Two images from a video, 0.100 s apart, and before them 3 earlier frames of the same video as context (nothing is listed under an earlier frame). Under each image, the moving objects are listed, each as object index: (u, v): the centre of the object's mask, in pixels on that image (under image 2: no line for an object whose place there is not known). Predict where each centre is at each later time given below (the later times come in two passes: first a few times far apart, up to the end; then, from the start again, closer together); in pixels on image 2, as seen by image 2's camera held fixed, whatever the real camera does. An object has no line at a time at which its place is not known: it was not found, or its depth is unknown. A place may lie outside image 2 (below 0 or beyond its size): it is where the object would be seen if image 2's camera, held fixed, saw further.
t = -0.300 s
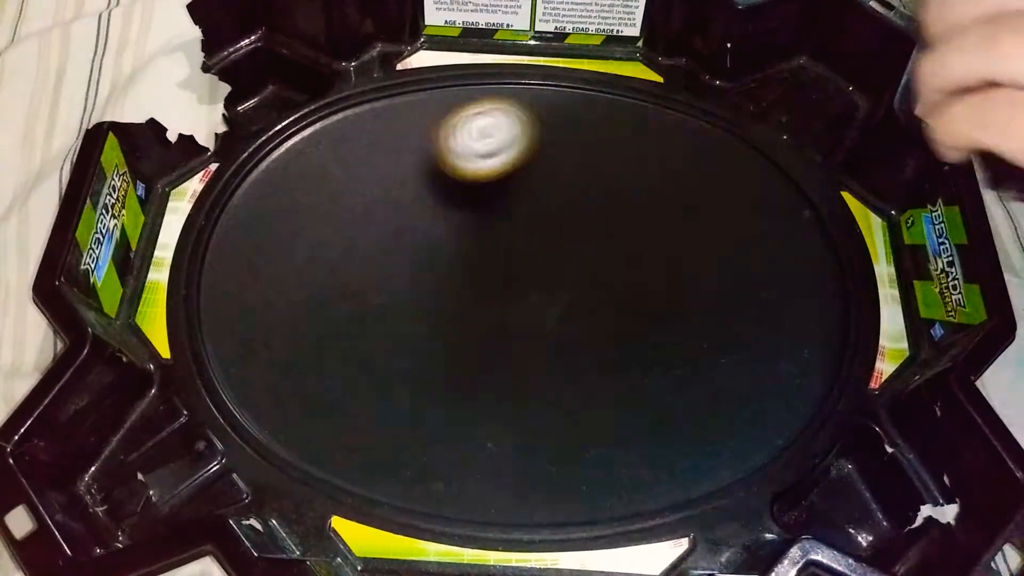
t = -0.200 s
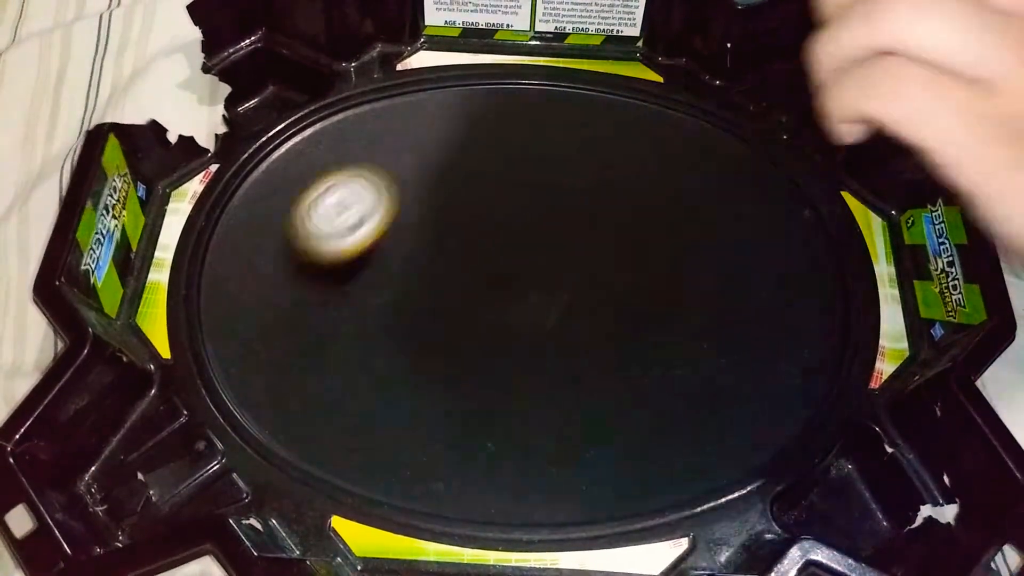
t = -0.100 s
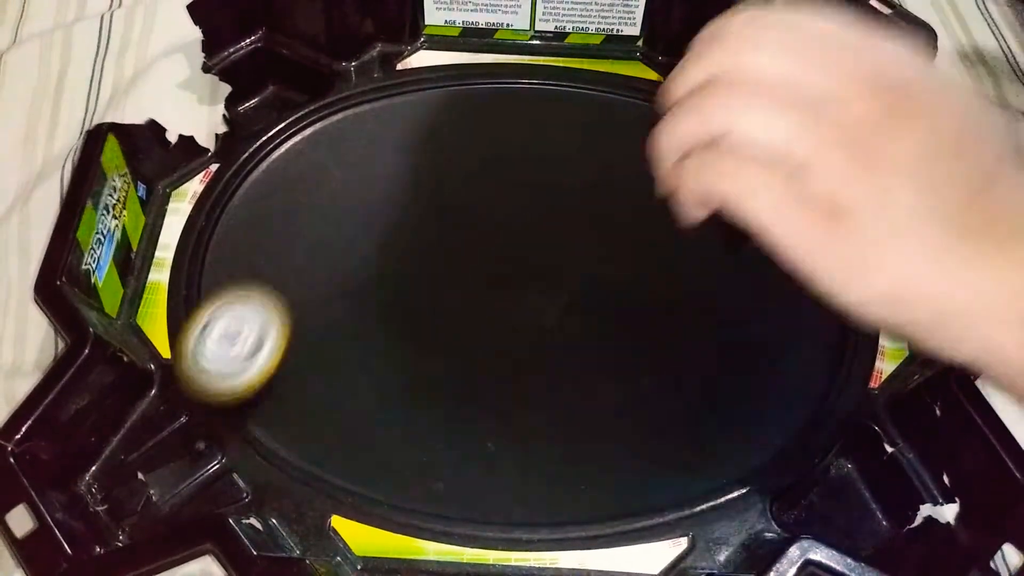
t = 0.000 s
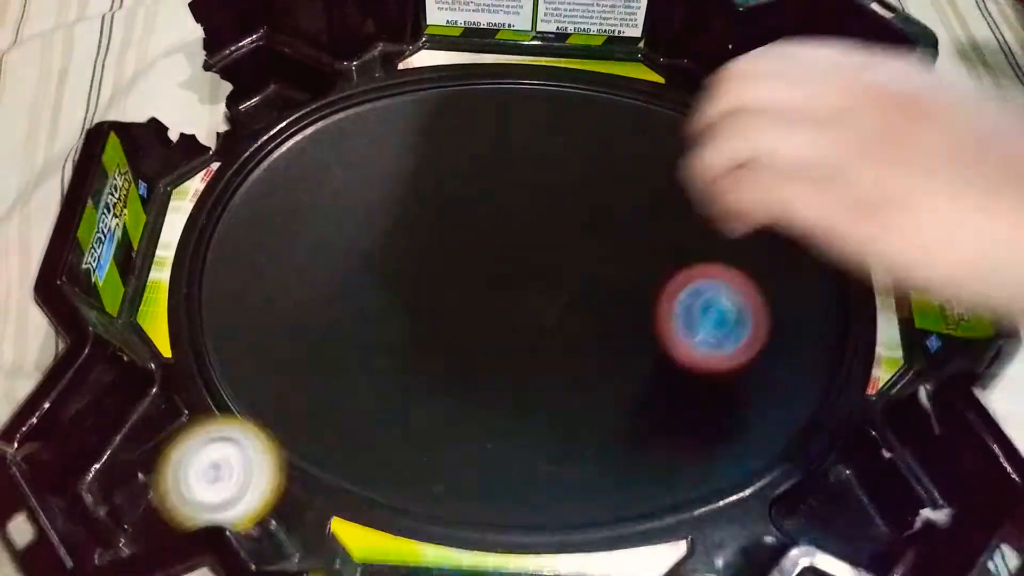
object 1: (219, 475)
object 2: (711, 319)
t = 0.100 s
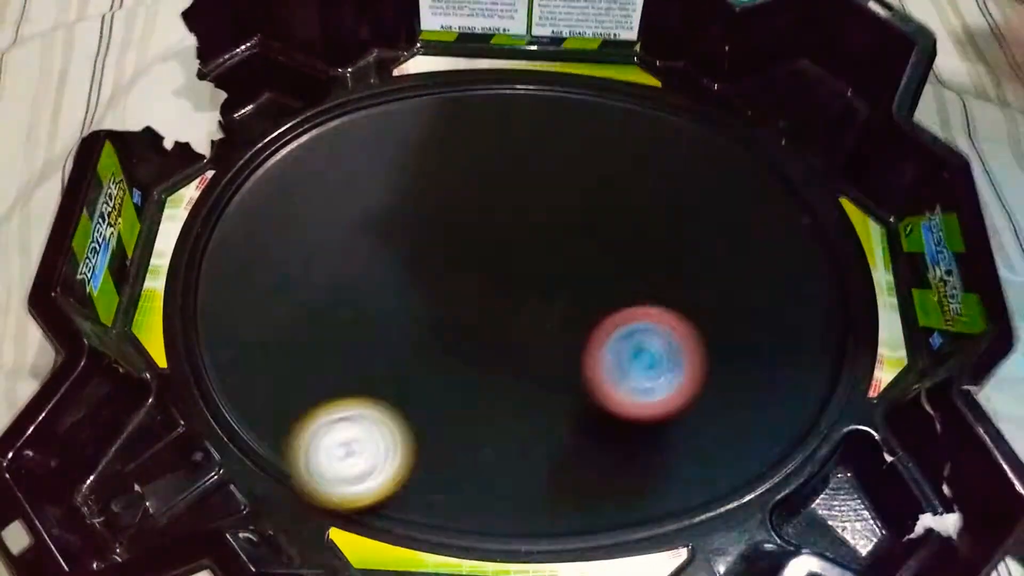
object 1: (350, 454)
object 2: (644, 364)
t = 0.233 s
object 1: (394, 420)
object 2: (620, 351)
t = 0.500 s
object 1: (273, 417)
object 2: (703, 133)
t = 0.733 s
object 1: (374, 441)
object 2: (466, 145)
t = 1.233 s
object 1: (399, 212)
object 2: (600, 330)
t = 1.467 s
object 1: (228, 238)
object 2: (788, 100)
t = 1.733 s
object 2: (654, 176)
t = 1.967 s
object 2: (585, 207)
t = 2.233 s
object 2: (652, 126)
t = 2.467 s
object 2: (557, 230)
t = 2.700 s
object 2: (605, 372)
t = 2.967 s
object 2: (589, 392)
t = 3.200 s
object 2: (560, 303)
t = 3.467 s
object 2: (604, 293)
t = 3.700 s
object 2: (596, 355)
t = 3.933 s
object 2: (561, 357)
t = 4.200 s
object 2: (577, 403)
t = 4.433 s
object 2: (610, 393)
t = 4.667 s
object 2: (538, 350)
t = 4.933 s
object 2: (482, 426)
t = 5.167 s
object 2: (518, 378)
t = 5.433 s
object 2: (405, 356)
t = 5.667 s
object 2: (365, 384)
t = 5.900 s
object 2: (421, 341)
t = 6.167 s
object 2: (354, 289)
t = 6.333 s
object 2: (342, 307)
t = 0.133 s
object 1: (399, 439)
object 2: (613, 374)
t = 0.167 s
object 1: (452, 423)
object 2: (581, 380)
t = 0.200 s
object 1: (436, 420)
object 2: (588, 370)
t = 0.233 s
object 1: (394, 420)
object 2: (620, 351)
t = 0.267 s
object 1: (359, 419)
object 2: (649, 328)
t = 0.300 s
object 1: (330, 417)
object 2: (673, 302)
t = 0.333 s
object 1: (305, 414)
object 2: (692, 277)
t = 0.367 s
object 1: (288, 413)
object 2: (707, 249)
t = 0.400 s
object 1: (276, 411)
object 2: (716, 220)
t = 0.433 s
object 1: (269, 412)
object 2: (720, 190)
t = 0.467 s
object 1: (268, 414)
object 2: (715, 160)
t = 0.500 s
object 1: (273, 417)
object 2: (703, 133)
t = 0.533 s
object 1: (281, 420)
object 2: (686, 111)
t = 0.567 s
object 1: (293, 425)
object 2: (663, 95)
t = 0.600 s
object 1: (308, 430)
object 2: (633, 90)
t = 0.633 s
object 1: (323, 436)
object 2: (597, 94)
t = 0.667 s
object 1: (339, 440)
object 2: (557, 105)
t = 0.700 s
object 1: (356, 442)
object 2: (514, 120)
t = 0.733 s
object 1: (374, 441)
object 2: (466, 145)
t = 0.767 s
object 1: (392, 437)
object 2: (416, 178)
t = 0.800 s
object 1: (409, 428)
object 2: (367, 221)
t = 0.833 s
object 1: (426, 416)
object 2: (321, 272)
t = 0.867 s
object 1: (442, 399)
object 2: (281, 326)
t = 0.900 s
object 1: (454, 381)
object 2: (245, 382)
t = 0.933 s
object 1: (463, 360)
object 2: (220, 434)
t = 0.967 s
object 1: (468, 340)
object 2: (213, 480)
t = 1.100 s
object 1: (462, 262)
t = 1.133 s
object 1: (450, 247)
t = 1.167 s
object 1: (436, 232)
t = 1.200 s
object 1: (419, 220)
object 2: (549, 356)
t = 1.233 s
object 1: (399, 212)
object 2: (600, 330)
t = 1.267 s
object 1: (378, 205)
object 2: (647, 299)
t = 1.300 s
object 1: (356, 203)
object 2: (691, 266)
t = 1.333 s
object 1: (331, 203)
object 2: (728, 229)
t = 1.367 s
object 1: (305, 207)
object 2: (757, 193)
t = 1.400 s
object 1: (279, 215)
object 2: (777, 158)
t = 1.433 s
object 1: (252, 225)
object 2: (787, 123)
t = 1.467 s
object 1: (228, 238)
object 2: (788, 100)
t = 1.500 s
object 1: (209, 252)
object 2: (775, 87)
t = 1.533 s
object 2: (769, 76)
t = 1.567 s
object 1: (212, 289)
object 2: (769, 94)
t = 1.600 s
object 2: (756, 106)
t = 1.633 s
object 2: (738, 119)
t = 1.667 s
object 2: (716, 138)
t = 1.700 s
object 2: (688, 157)
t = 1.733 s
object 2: (654, 176)
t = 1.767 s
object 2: (614, 197)
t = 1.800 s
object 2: (575, 220)
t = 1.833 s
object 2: (538, 246)
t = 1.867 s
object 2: (504, 271)
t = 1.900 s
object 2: (525, 256)
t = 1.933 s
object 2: (556, 230)
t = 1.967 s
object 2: (585, 207)
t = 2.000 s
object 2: (617, 181)
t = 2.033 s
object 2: (638, 164)
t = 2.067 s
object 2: (654, 148)
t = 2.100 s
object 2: (664, 136)
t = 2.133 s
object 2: (668, 128)
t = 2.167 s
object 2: (667, 124)
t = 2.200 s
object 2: (662, 123)
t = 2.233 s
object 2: (652, 126)
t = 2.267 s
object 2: (638, 132)
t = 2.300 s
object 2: (621, 141)
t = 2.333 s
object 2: (599, 153)
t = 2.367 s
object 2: (577, 169)
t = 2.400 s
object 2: (555, 189)
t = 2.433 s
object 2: (552, 209)
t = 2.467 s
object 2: (557, 230)
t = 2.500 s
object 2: (563, 250)
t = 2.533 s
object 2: (570, 272)
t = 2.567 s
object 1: (347, 243)
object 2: (576, 294)
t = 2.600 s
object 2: (583, 316)
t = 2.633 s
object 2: (591, 338)
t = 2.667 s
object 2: (599, 357)
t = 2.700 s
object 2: (605, 372)
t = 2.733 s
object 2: (609, 387)
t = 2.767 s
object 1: (304, 294)
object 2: (611, 399)
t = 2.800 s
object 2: (612, 406)
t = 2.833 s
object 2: (611, 408)
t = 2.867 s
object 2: (607, 410)
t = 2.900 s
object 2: (602, 406)
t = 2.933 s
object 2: (596, 401)
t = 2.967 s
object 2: (589, 392)
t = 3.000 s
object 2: (580, 381)
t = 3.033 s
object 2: (571, 368)
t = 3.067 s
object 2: (561, 353)
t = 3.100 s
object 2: (552, 338)
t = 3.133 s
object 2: (544, 322)
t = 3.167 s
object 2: (551, 313)
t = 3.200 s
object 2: (560, 303)
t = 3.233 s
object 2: (568, 295)
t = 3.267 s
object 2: (577, 287)
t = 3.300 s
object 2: (584, 282)
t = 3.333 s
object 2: (590, 279)
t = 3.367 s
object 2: (595, 280)
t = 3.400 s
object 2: (599, 281)
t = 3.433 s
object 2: (602, 286)
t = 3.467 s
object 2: (604, 293)
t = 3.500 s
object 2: (606, 303)
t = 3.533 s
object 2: (606, 312)
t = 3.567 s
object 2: (605, 322)
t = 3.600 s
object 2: (604, 330)
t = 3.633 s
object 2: (602, 340)
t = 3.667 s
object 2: (599, 347)
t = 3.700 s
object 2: (596, 355)
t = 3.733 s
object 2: (593, 360)
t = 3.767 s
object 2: (590, 365)
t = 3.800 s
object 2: (586, 367)
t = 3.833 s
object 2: (581, 367)
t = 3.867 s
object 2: (575, 365)
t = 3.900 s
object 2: (568, 361)
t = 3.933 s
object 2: (561, 357)
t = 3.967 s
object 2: (555, 350)
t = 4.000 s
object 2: (548, 345)
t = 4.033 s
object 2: (543, 343)
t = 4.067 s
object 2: (550, 360)
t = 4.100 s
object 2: (558, 375)
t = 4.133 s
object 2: (564, 386)
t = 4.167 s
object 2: (570, 395)
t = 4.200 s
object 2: (577, 403)
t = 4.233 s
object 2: (584, 408)
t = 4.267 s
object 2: (589, 408)
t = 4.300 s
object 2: (594, 407)
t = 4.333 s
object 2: (599, 404)
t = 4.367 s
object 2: (603, 402)
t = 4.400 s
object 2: (607, 398)
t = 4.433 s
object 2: (610, 393)
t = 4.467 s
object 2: (610, 388)
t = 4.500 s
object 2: (609, 381)
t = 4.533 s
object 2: (604, 375)
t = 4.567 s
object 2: (595, 368)
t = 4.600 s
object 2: (579, 361)
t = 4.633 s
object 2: (560, 355)
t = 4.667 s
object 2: (538, 350)
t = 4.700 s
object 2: (524, 359)
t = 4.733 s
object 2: (512, 372)
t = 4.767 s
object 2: (500, 385)
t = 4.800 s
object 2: (491, 397)
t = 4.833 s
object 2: (485, 407)
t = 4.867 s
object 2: (481, 416)
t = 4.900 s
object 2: (480, 422)
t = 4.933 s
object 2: (482, 426)
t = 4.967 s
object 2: (488, 427)
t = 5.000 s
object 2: (495, 425)
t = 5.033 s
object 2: (503, 420)
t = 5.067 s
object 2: (511, 412)
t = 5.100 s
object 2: (516, 402)
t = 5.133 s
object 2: (519, 390)
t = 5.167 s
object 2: (518, 378)
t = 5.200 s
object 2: (515, 365)
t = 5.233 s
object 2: (506, 358)
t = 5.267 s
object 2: (494, 356)
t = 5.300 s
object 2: (479, 355)
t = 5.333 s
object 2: (460, 354)
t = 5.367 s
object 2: (442, 353)
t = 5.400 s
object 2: (423, 354)
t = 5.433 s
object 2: (405, 356)
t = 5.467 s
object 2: (389, 359)
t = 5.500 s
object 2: (376, 363)
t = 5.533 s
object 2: (366, 368)
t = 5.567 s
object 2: (360, 373)
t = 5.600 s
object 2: (358, 377)
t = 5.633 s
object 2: (360, 381)
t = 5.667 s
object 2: (365, 384)
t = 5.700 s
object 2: (373, 384)
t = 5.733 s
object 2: (383, 383)
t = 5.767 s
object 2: (395, 378)
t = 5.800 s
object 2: (405, 372)
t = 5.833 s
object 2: (413, 363)
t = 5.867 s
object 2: (420, 352)
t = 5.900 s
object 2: (421, 341)
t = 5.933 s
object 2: (416, 332)
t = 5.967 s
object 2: (409, 322)
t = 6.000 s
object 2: (401, 313)
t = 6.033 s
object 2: (392, 305)
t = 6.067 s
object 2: (382, 299)
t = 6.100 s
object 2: (372, 293)
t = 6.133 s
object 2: (363, 290)
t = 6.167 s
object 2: (354, 289)
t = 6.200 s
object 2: (347, 290)
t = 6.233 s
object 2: (341, 293)
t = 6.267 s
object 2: (338, 298)
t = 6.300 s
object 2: (339, 302)
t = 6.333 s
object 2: (342, 307)
